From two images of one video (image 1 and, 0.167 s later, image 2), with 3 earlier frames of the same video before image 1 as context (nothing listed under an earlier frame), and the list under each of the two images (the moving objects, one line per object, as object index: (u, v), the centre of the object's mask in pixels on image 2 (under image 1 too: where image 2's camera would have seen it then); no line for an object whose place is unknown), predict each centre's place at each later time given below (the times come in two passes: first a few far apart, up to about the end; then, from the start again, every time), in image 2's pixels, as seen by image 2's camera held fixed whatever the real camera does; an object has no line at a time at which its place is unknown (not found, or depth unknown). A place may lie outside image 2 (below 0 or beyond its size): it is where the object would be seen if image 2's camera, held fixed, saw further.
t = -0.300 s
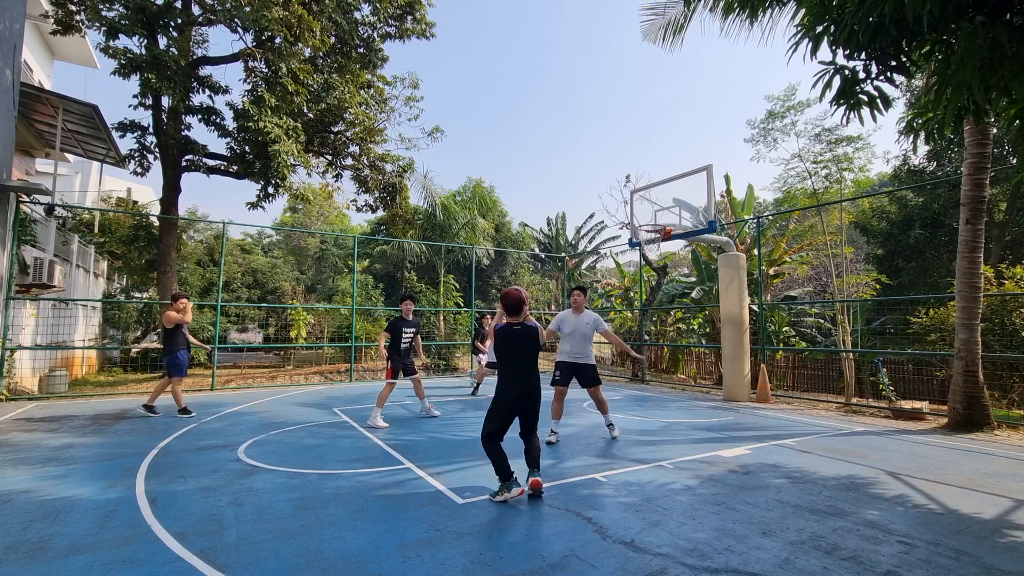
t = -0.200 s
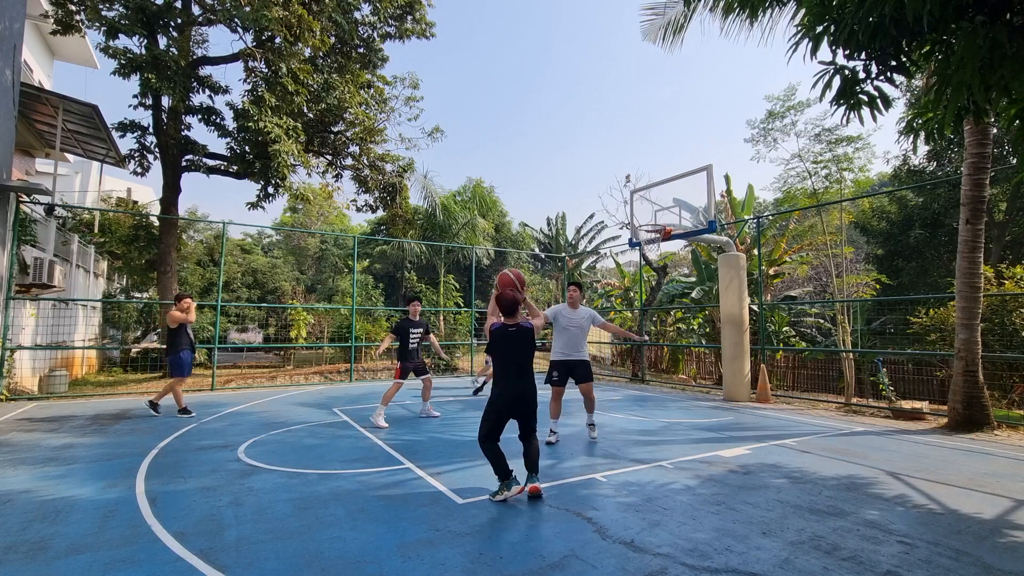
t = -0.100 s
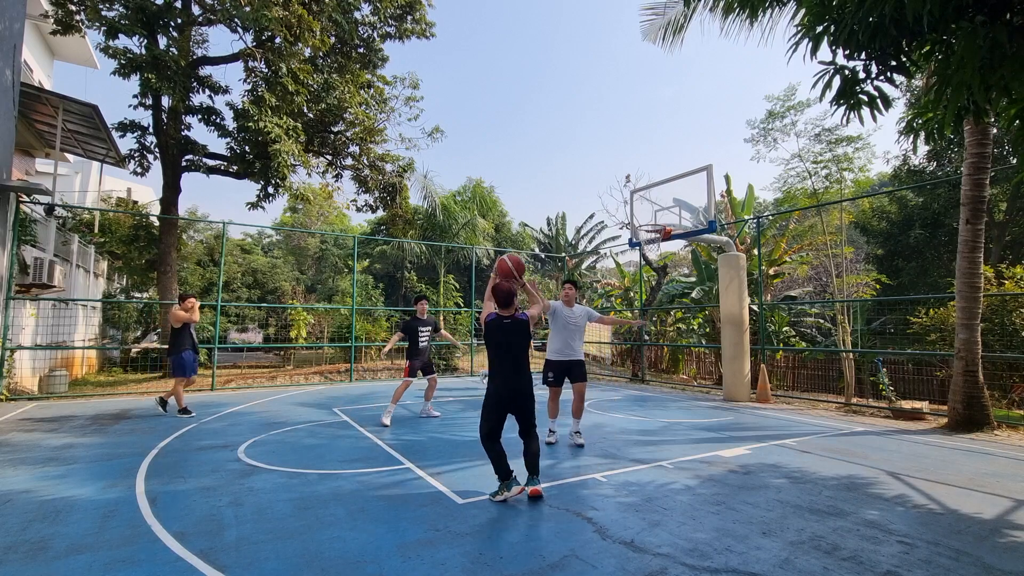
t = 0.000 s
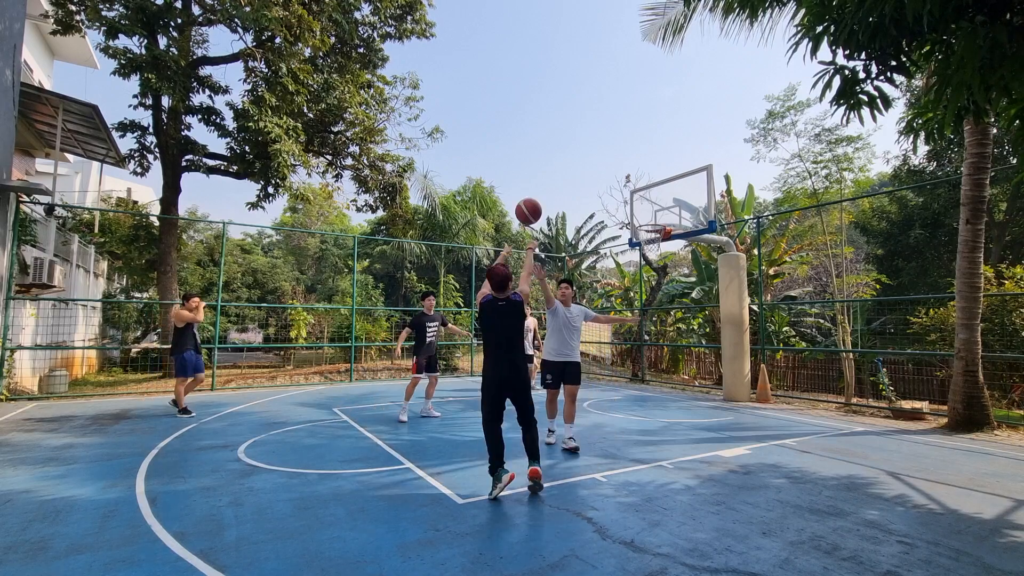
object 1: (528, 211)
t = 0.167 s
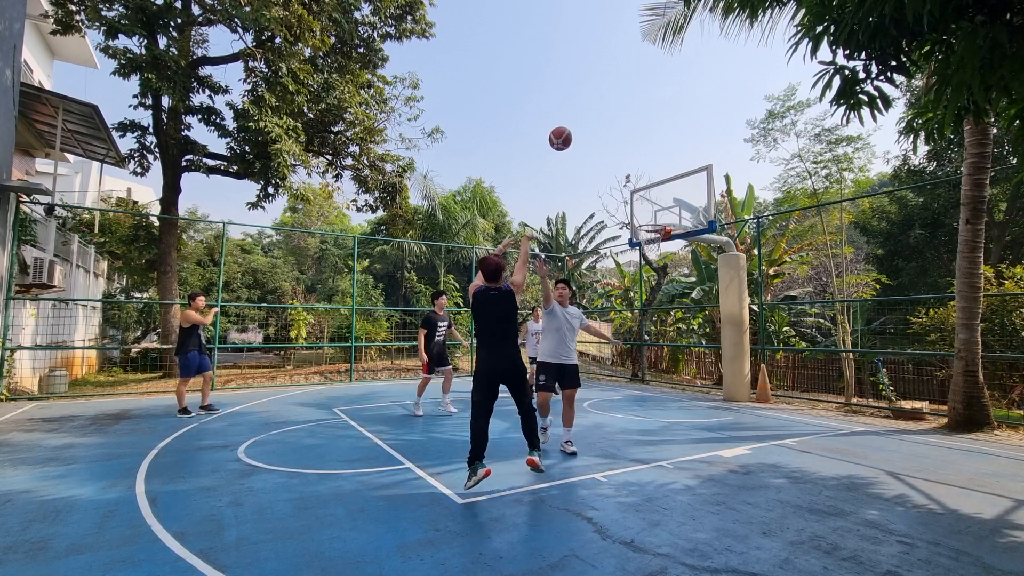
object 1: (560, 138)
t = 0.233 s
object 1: (571, 121)
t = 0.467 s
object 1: (601, 99)
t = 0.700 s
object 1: (622, 118)
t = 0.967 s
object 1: (642, 174)
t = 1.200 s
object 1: (653, 241)
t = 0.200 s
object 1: (566, 129)
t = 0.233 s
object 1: (571, 121)
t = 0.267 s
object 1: (576, 115)
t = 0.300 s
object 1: (580, 110)
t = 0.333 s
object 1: (585, 105)
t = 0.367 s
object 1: (589, 102)
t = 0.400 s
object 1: (593, 100)
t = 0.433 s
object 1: (597, 99)
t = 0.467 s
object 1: (601, 99)
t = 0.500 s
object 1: (604, 99)
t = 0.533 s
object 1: (608, 101)
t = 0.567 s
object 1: (611, 103)
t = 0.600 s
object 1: (614, 106)
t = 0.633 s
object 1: (617, 109)
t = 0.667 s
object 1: (620, 113)
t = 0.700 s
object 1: (622, 118)
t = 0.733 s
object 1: (625, 123)
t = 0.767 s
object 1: (628, 129)
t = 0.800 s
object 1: (630, 135)
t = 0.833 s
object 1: (633, 142)
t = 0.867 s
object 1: (635, 149)
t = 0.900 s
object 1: (638, 157)
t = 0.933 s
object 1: (640, 165)
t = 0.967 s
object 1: (642, 174)
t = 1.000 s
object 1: (645, 183)
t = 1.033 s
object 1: (647, 193)
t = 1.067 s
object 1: (649, 202)
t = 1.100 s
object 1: (651, 213)
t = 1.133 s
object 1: (652, 221)
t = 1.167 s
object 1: (654, 233)
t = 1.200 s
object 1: (653, 241)
